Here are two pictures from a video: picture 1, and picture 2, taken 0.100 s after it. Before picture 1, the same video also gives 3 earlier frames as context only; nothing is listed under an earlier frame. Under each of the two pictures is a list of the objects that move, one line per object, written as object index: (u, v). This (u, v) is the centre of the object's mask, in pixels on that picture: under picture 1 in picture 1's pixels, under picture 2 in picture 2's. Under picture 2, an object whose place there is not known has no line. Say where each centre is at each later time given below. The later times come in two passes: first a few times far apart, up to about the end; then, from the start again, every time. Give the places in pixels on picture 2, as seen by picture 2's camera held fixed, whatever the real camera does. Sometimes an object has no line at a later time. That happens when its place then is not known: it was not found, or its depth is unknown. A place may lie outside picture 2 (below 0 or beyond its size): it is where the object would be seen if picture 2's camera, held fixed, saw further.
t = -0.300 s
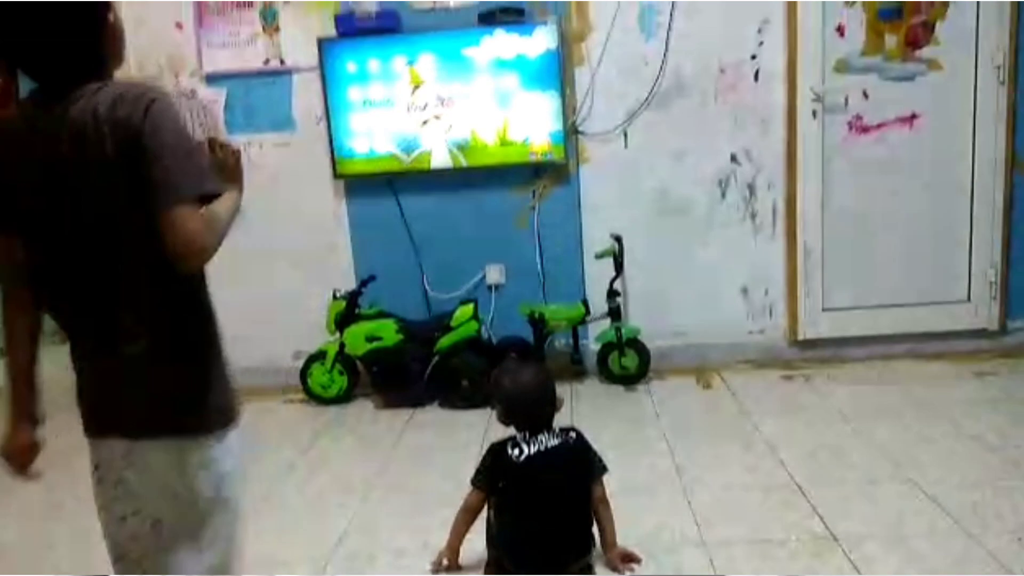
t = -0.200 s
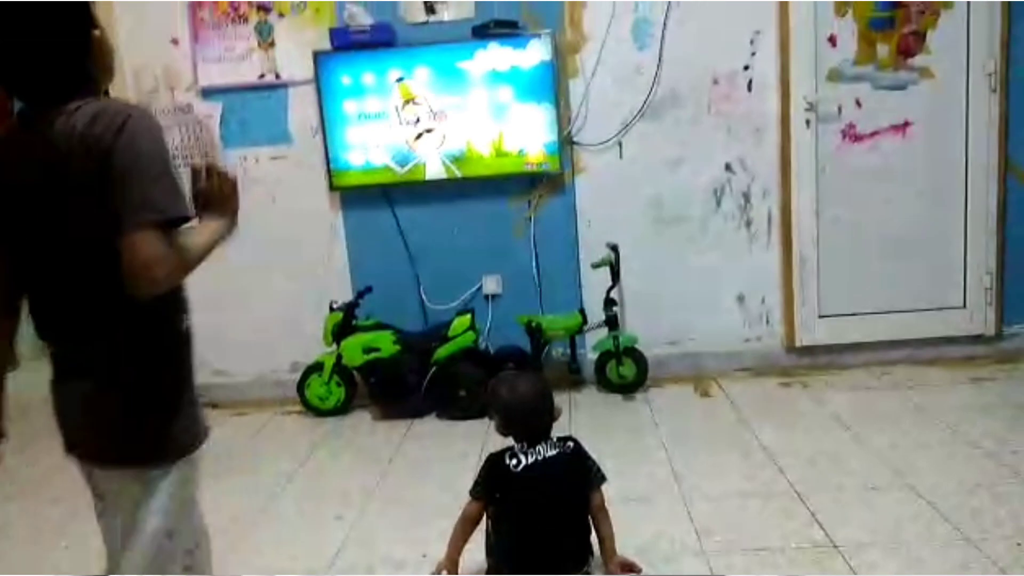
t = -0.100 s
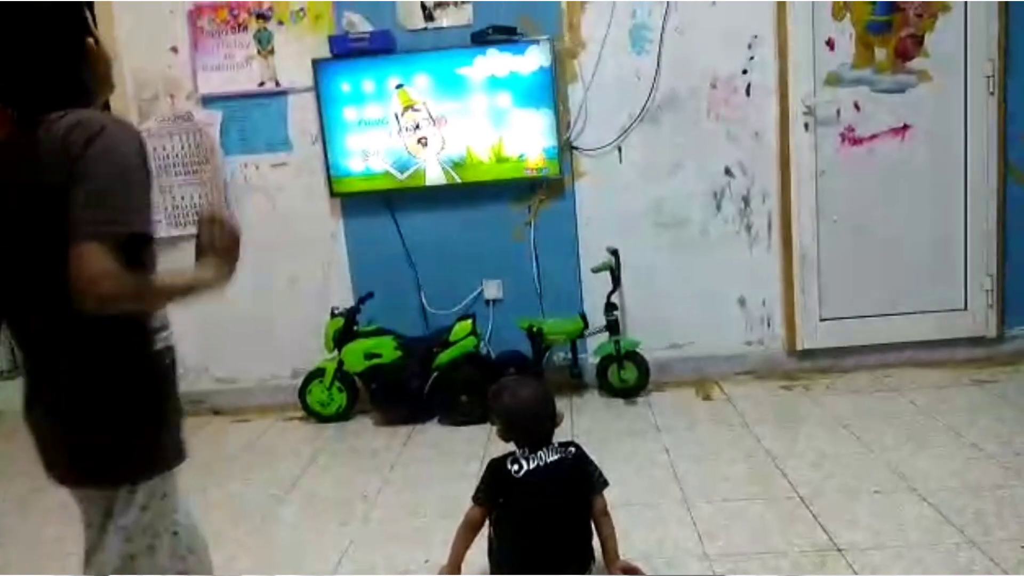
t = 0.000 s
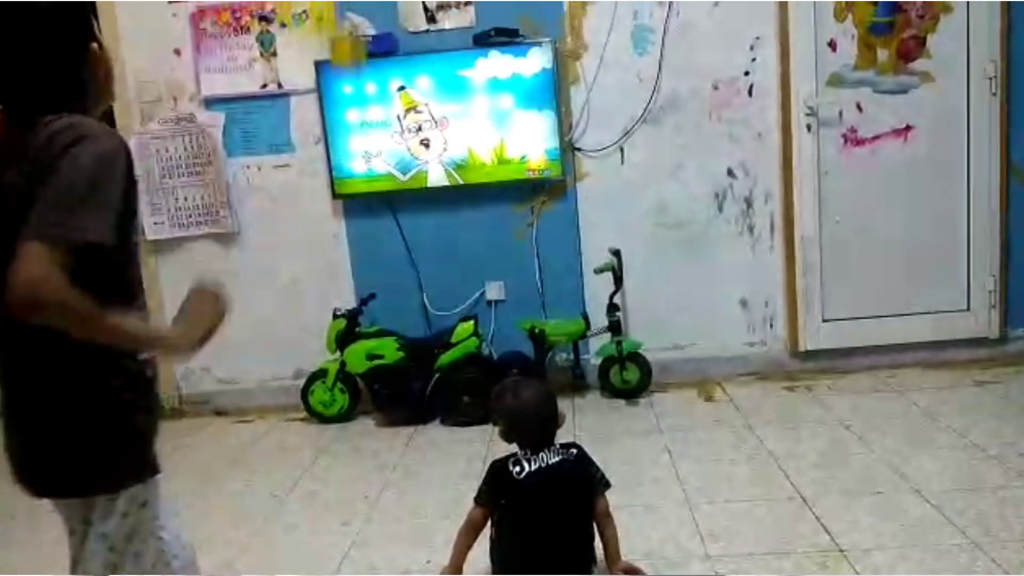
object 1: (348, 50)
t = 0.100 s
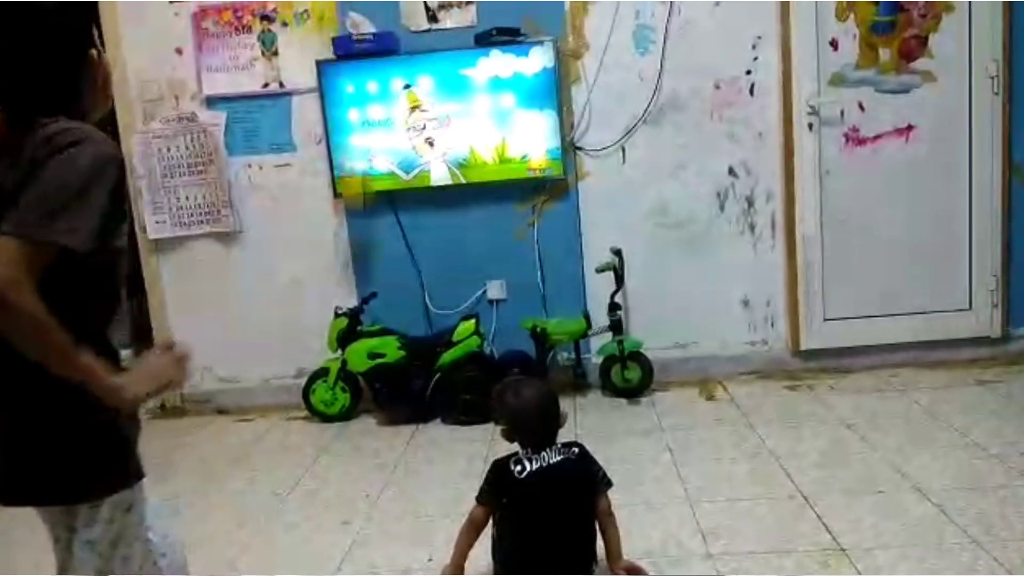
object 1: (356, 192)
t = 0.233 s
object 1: (372, 277)
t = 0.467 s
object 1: (437, 215)
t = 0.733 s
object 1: (514, 292)
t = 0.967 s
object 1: (513, 342)
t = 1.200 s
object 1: (506, 364)
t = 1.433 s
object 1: (503, 368)
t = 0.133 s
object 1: (357, 220)
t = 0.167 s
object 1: (361, 279)
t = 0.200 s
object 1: (364, 295)
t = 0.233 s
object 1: (372, 277)
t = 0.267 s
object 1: (381, 260)
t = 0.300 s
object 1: (389, 246)
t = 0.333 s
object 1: (399, 235)
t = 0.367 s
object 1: (409, 226)
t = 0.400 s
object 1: (418, 220)
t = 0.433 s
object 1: (428, 216)
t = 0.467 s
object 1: (437, 215)
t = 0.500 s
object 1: (448, 217)
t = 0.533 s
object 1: (459, 220)
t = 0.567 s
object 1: (469, 226)
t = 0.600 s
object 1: (481, 236)
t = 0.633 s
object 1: (491, 248)
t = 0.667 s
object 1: (499, 262)
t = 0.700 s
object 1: (507, 277)
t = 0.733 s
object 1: (514, 292)
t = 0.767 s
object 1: (522, 306)
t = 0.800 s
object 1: (521, 312)
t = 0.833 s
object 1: (517, 318)
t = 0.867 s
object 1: (515, 322)
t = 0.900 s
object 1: (515, 325)
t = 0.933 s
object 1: (513, 332)
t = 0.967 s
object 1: (513, 342)
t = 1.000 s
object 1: (511, 352)
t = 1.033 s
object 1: (510, 360)
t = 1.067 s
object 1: (509, 358)
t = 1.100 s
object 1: (507, 357)
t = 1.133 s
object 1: (507, 360)
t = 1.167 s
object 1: (506, 363)
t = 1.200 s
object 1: (506, 364)
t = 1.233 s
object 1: (506, 365)
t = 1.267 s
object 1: (506, 365)
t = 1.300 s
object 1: (505, 366)
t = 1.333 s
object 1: (505, 367)
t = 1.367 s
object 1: (504, 367)
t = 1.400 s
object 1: (504, 367)
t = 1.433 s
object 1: (503, 368)
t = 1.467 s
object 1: (503, 368)
